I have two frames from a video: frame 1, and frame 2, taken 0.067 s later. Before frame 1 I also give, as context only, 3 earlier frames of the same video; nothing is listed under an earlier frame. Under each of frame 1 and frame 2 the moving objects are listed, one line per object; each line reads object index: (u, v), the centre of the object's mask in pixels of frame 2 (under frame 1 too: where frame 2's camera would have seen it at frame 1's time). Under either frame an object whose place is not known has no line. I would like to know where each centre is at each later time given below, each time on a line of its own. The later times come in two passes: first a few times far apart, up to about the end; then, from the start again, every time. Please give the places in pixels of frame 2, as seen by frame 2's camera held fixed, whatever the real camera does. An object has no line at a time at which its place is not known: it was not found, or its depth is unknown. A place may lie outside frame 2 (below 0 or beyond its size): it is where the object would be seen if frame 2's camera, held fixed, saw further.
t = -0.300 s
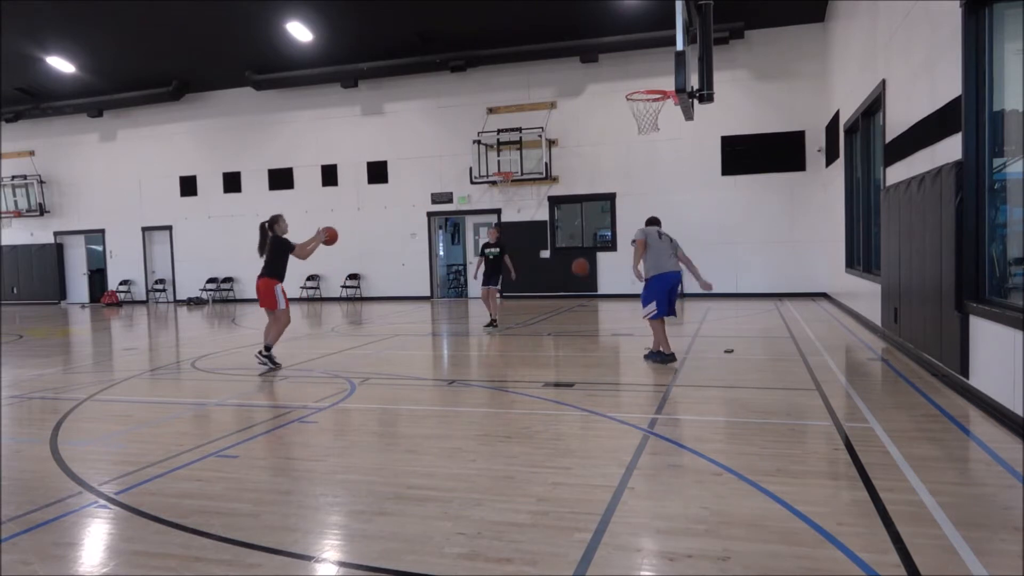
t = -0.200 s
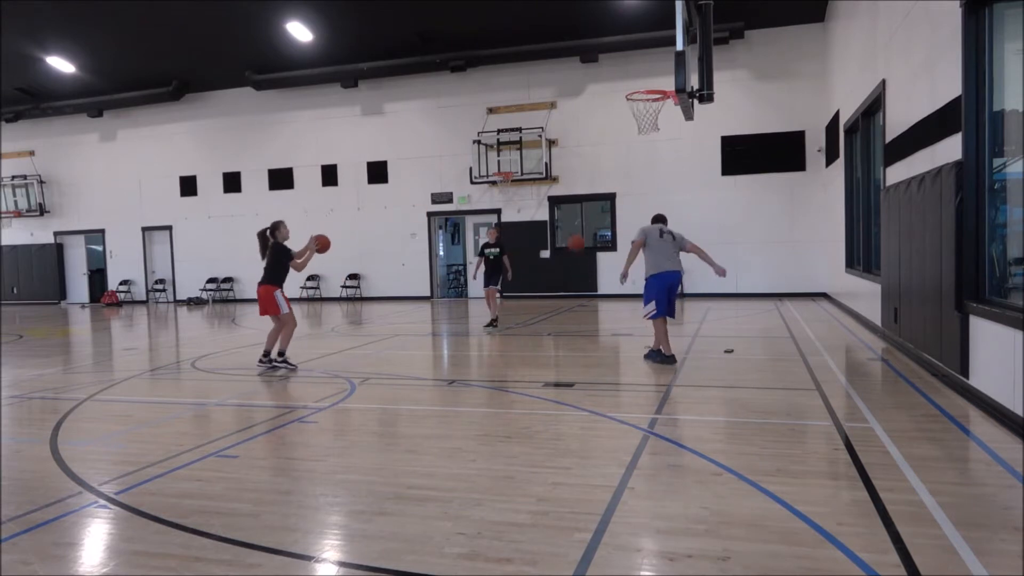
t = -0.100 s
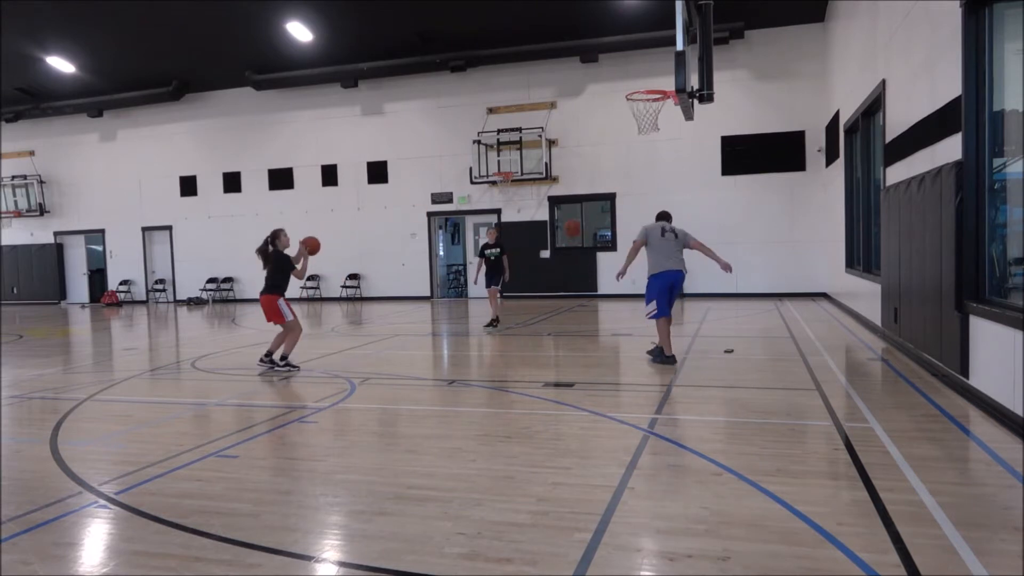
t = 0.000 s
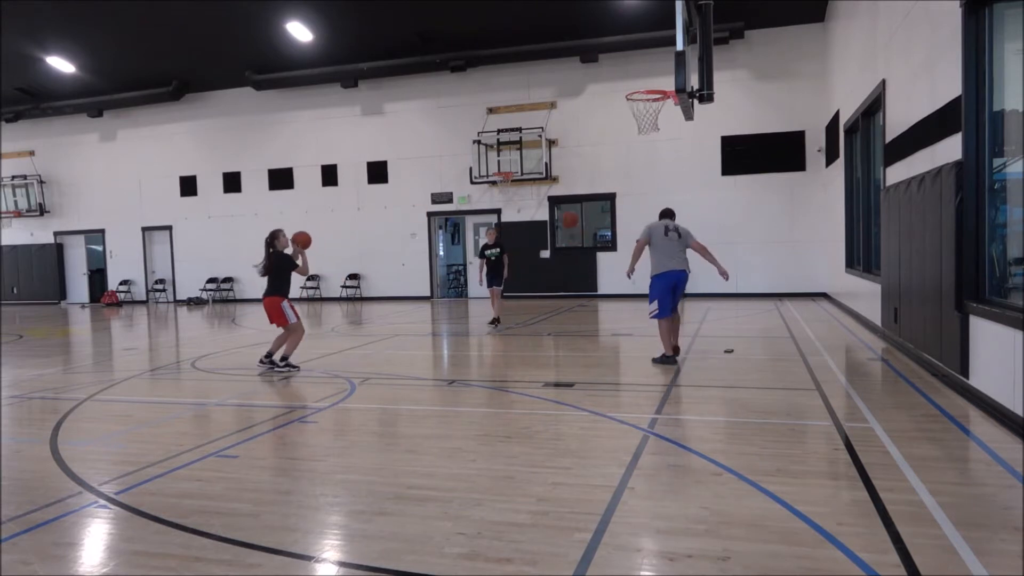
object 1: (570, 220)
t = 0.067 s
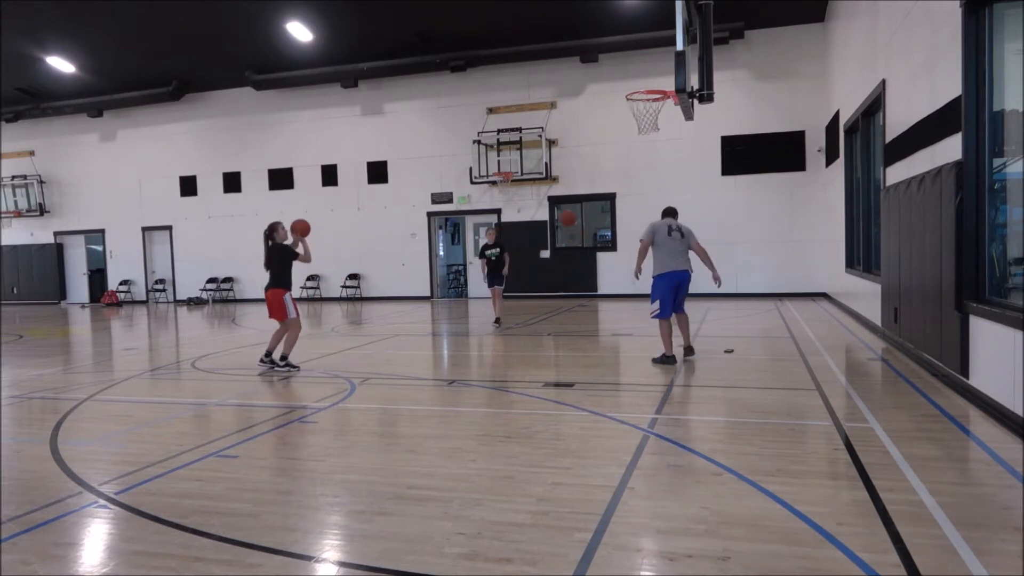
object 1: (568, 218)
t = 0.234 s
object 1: (562, 227)
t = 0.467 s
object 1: (557, 275)
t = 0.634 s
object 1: (554, 330)
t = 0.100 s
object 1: (567, 218)
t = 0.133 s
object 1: (566, 219)
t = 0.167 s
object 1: (565, 221)
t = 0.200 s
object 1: (563, 224)
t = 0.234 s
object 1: (562, 227)
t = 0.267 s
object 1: (561, 231)
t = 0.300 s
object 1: (560, 238)
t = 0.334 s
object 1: (559, 243)
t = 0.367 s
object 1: (559, 250)
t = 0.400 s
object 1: (558, 258)
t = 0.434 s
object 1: (558, 266)
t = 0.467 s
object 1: (557, 275)
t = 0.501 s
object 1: (556, 284)
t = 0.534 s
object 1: (556, 294)
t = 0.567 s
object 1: (555, 306)
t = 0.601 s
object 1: (554, 317)
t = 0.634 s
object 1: (554, 330)
